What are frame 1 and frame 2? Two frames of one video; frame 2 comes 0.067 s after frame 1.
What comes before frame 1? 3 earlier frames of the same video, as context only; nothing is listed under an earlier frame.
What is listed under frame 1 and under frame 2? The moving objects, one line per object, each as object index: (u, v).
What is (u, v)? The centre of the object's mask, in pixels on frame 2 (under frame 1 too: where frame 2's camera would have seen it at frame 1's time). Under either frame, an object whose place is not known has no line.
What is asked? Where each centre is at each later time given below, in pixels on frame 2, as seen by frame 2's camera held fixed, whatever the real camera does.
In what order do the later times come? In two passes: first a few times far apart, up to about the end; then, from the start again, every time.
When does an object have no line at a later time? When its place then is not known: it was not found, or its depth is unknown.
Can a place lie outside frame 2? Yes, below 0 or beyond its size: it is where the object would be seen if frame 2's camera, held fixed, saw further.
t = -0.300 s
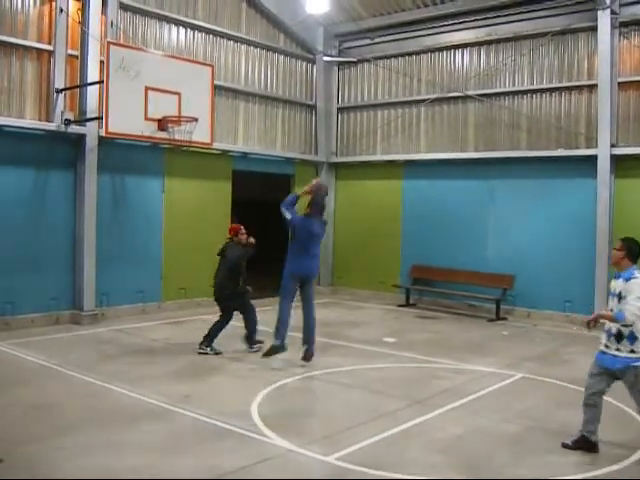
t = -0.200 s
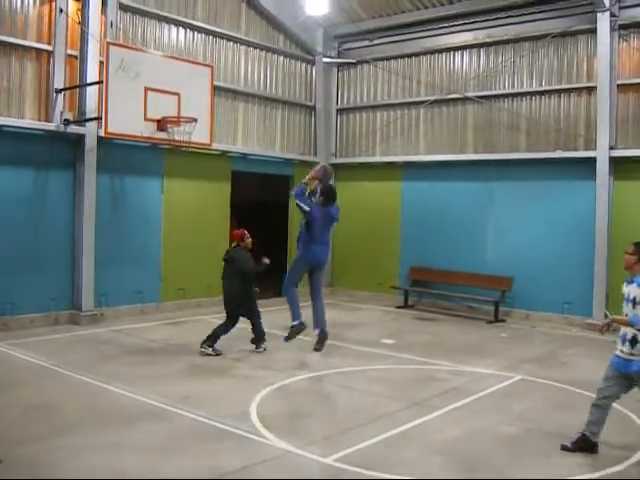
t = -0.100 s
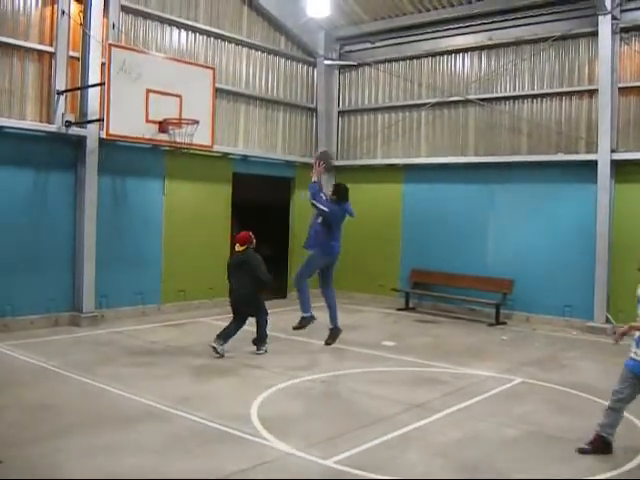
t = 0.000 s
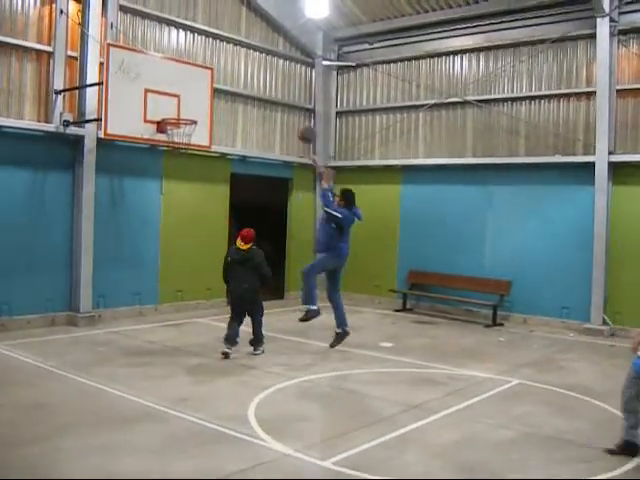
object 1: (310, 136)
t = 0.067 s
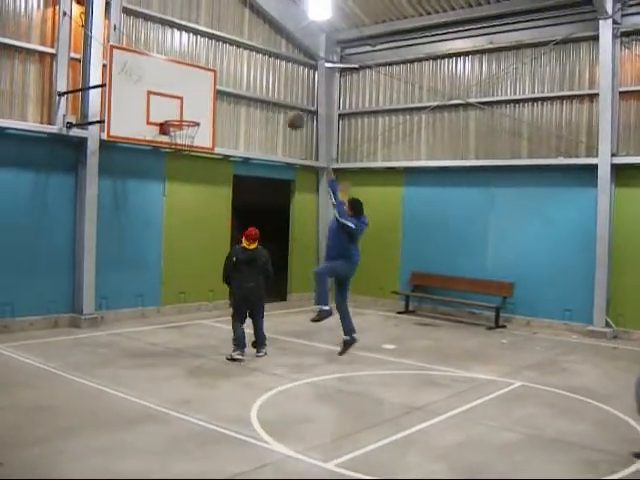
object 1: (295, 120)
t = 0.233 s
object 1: (262, 101)
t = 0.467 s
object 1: (216, 108)
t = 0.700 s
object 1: (229, 107)
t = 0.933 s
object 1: (264, 125)
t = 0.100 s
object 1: (287, 113)
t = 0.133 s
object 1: (280, 108)
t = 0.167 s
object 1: (274, 106)
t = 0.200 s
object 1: (268, 104)
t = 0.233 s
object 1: (262, 101)
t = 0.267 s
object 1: (253, 100)
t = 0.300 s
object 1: (249, 99)
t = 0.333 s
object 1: (242, 100)
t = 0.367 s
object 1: (236, 100)
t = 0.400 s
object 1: (230, 101)
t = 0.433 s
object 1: (223, 105)
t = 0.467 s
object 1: (216, 108)
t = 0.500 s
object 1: (210, 113)
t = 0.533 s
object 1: (205, 117)
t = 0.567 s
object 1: (209, 114)
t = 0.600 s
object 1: (214, 112)
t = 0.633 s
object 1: (220, 109)
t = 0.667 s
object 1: (224, 108)
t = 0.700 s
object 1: (229, 107)
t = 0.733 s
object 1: (234, 107)
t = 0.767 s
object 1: (240, 108)
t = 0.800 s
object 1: (244, 109)
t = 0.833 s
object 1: (249, 111)
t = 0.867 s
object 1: (254, 116)
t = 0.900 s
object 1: (258, 120)
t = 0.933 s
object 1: (264, 125)
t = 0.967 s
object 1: (268, 130)
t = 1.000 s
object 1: (272, 136)
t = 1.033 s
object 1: (277, 143)
